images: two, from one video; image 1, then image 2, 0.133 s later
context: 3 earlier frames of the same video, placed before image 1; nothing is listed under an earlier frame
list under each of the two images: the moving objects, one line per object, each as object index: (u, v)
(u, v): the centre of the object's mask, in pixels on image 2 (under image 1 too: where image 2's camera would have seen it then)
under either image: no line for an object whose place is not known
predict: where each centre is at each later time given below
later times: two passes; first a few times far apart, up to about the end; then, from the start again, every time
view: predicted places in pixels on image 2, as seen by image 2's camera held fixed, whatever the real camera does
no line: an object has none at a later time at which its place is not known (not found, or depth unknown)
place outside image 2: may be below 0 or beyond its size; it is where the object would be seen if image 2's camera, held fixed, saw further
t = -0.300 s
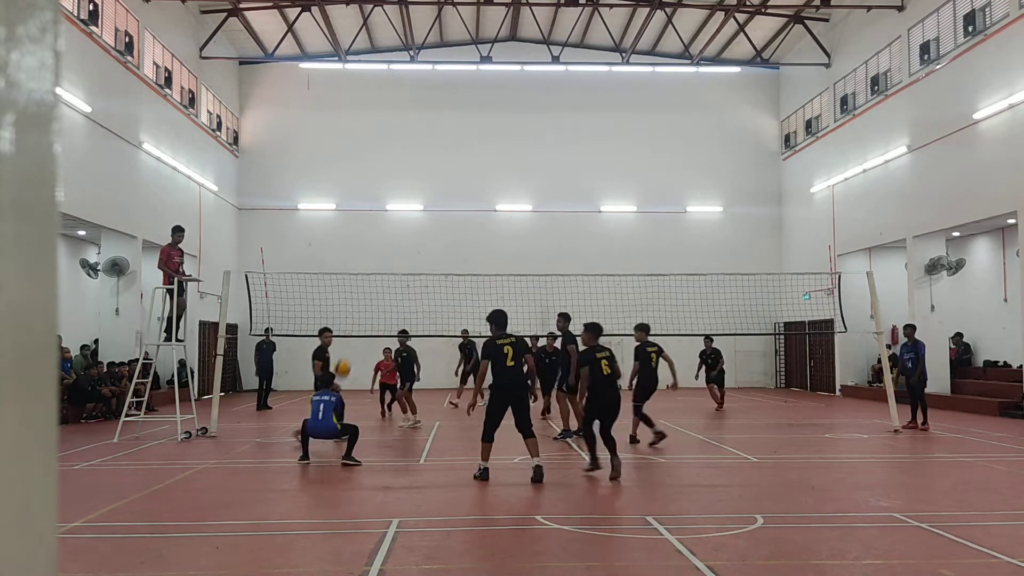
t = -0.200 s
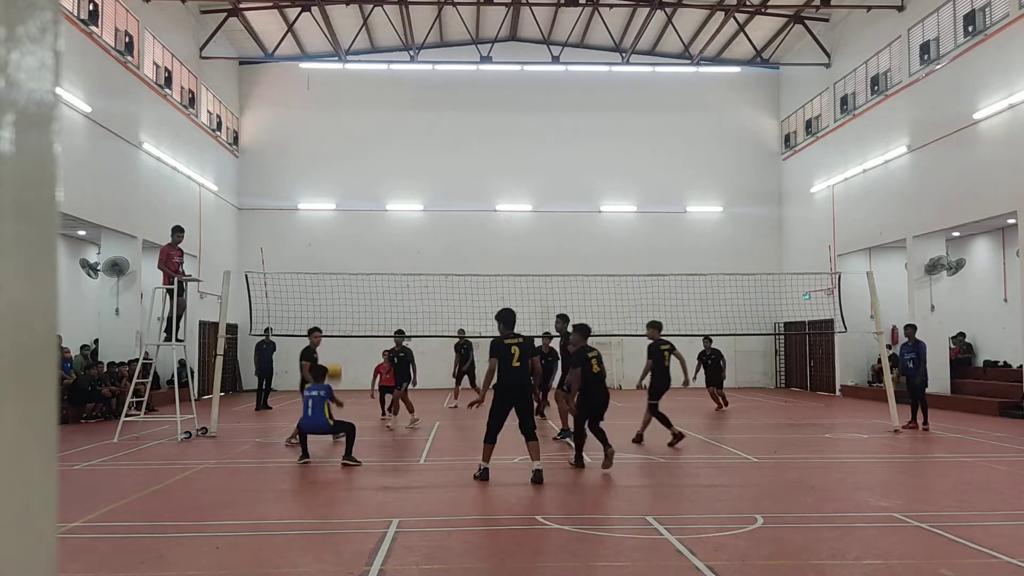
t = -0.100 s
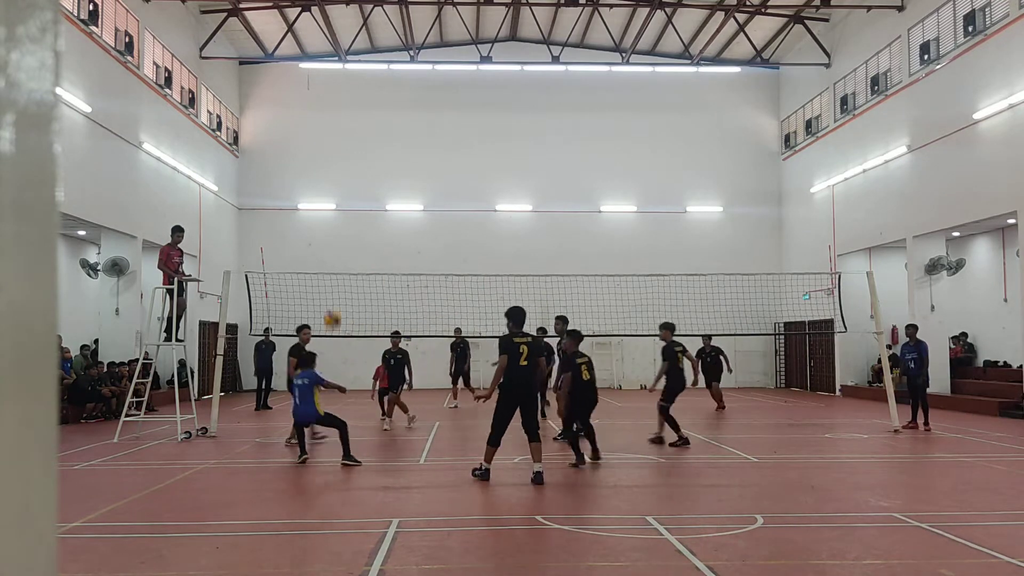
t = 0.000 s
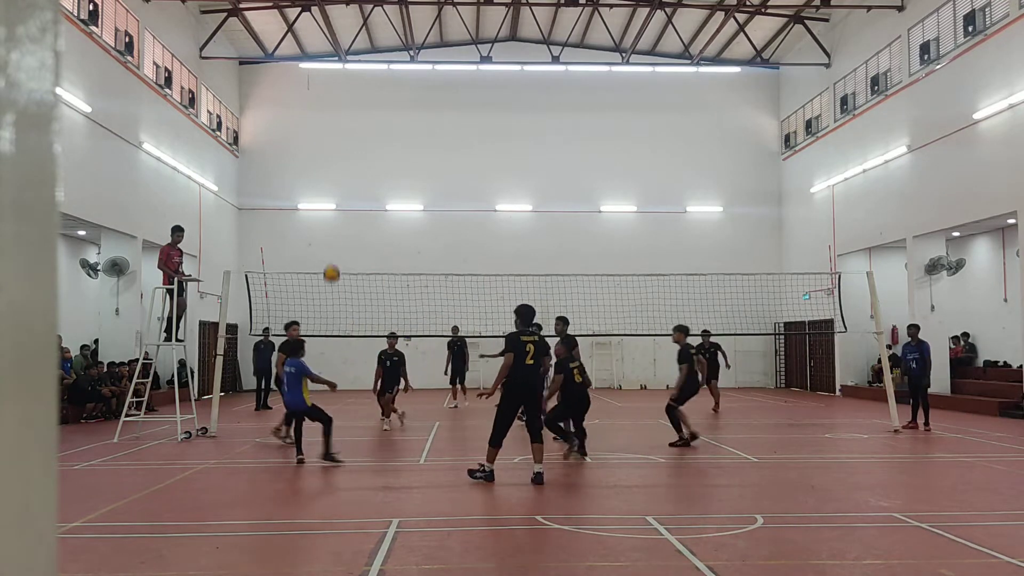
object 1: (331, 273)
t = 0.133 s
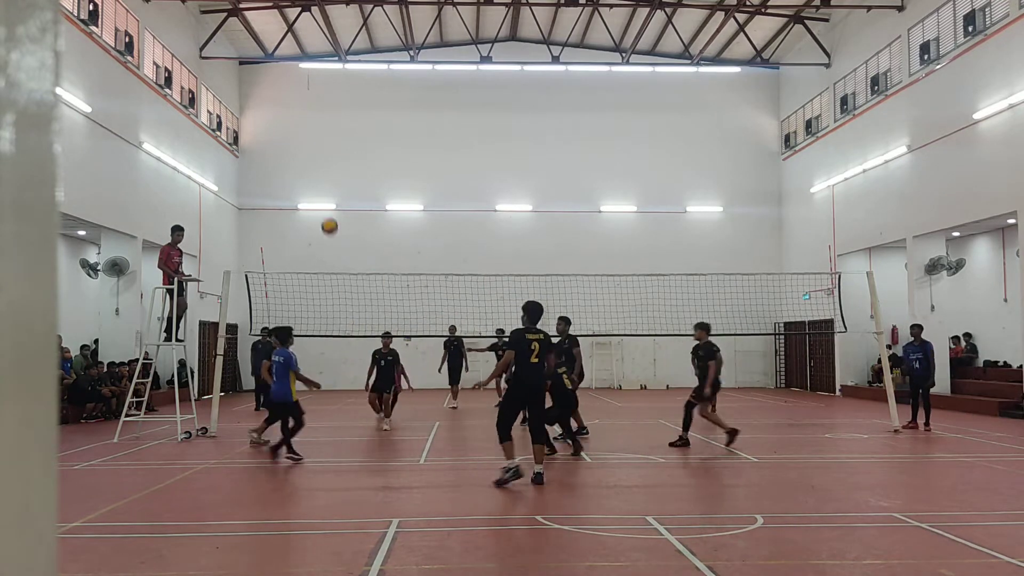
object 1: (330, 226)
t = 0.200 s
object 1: (329, 208)
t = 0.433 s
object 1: (324, 172)
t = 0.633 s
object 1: (320, 174)
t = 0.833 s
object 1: (316, 205)
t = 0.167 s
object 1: (329, 217)
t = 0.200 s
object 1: (329, 208)
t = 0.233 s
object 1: (328, 199)
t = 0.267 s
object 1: (327, 193)
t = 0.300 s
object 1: (326, 187)
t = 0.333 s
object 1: (326, 182)
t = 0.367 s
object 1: (325, 178)
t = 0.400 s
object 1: (325, 175)
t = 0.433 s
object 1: (324, 172)
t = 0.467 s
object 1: (323, 170)
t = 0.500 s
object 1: (323, 169)
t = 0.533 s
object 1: (322, 169)
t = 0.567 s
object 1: (321, 170)
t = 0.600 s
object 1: (321, 171)
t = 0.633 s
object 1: (320, 174)
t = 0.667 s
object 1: (319, 177)
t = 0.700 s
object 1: (318, 181)
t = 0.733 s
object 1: (318, 186)
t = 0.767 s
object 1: (317, 191)
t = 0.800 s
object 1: (317, 197)
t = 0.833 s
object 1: (316, 205)
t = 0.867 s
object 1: (316, 215)
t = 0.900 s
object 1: (315, 222)
